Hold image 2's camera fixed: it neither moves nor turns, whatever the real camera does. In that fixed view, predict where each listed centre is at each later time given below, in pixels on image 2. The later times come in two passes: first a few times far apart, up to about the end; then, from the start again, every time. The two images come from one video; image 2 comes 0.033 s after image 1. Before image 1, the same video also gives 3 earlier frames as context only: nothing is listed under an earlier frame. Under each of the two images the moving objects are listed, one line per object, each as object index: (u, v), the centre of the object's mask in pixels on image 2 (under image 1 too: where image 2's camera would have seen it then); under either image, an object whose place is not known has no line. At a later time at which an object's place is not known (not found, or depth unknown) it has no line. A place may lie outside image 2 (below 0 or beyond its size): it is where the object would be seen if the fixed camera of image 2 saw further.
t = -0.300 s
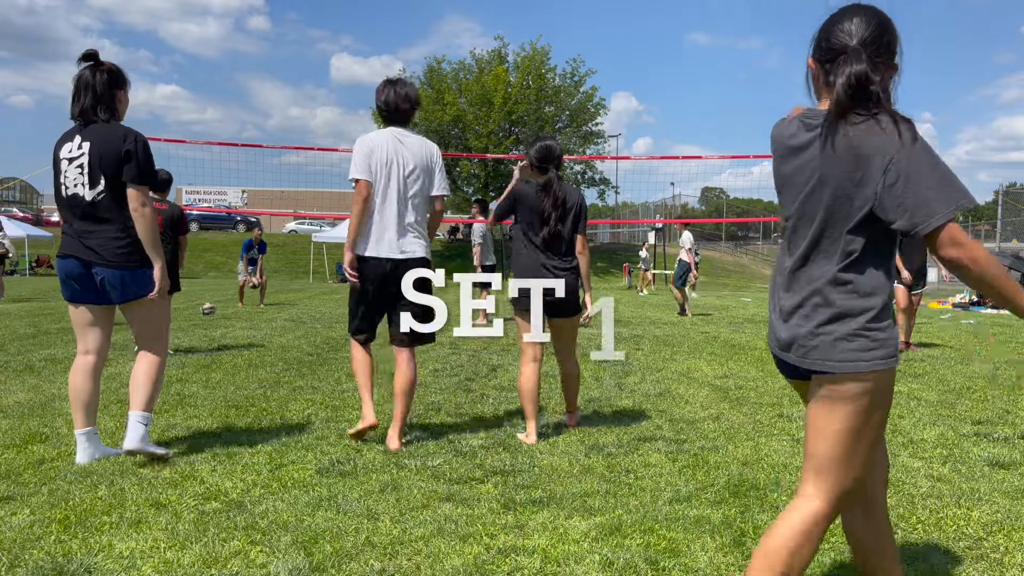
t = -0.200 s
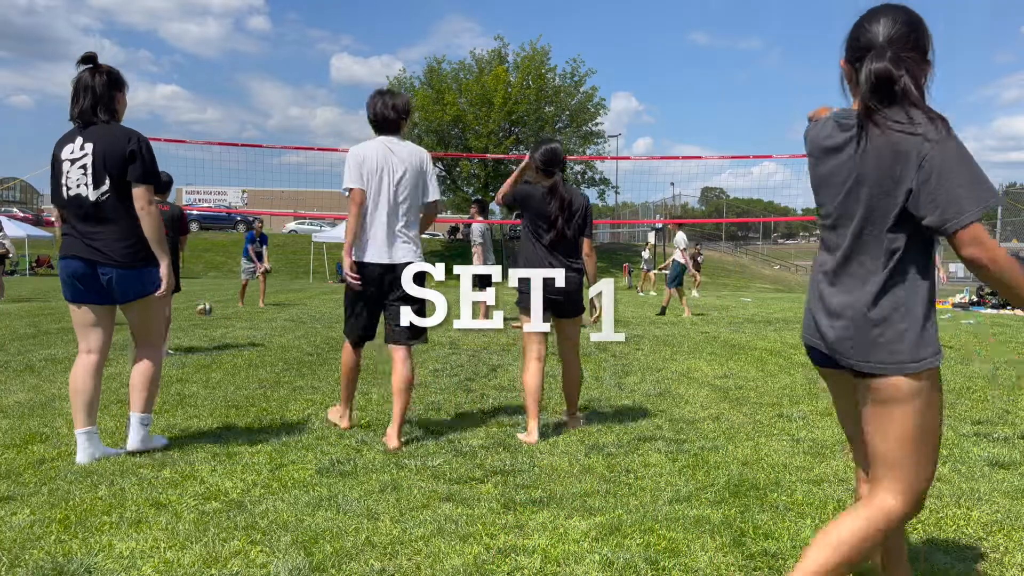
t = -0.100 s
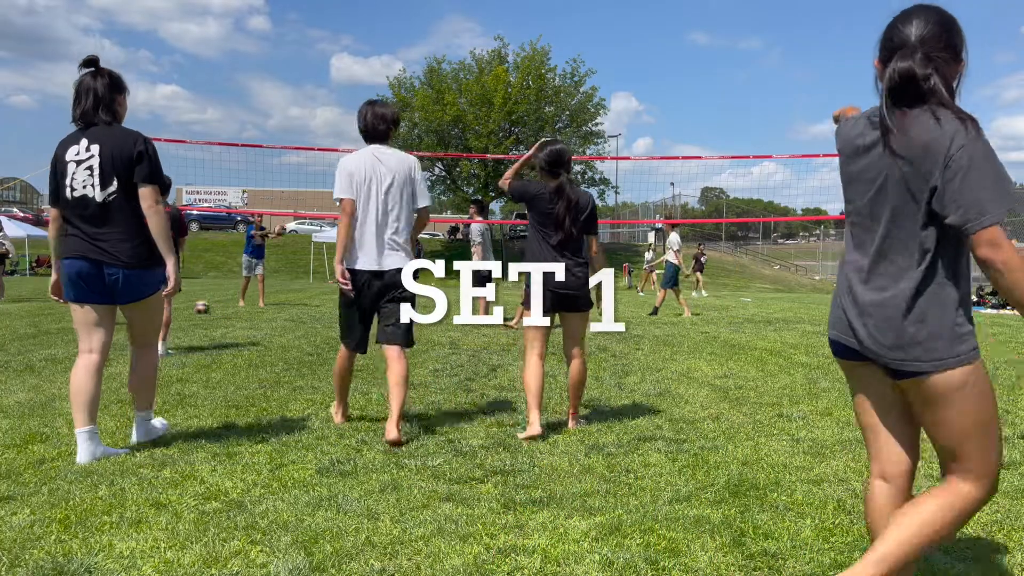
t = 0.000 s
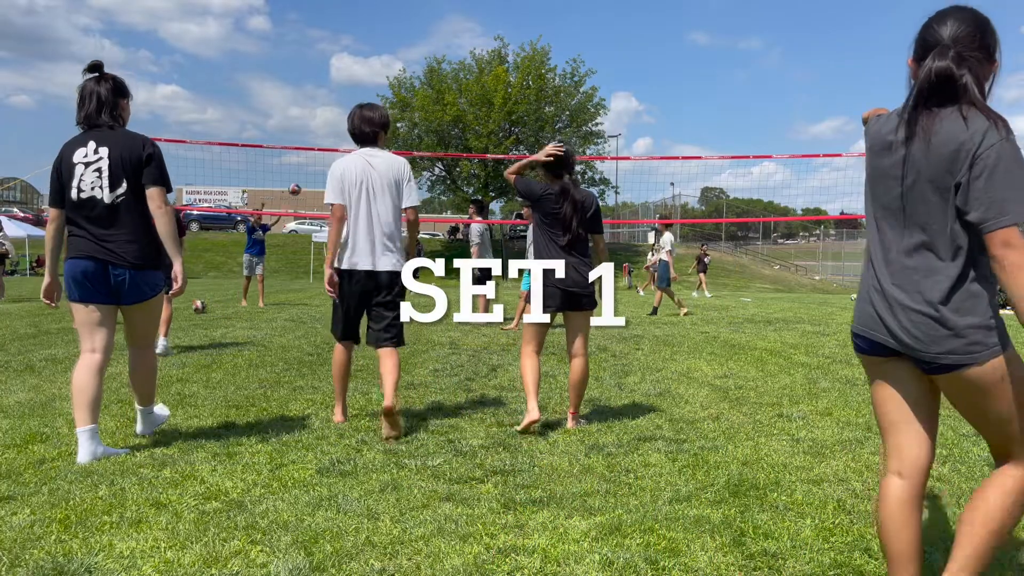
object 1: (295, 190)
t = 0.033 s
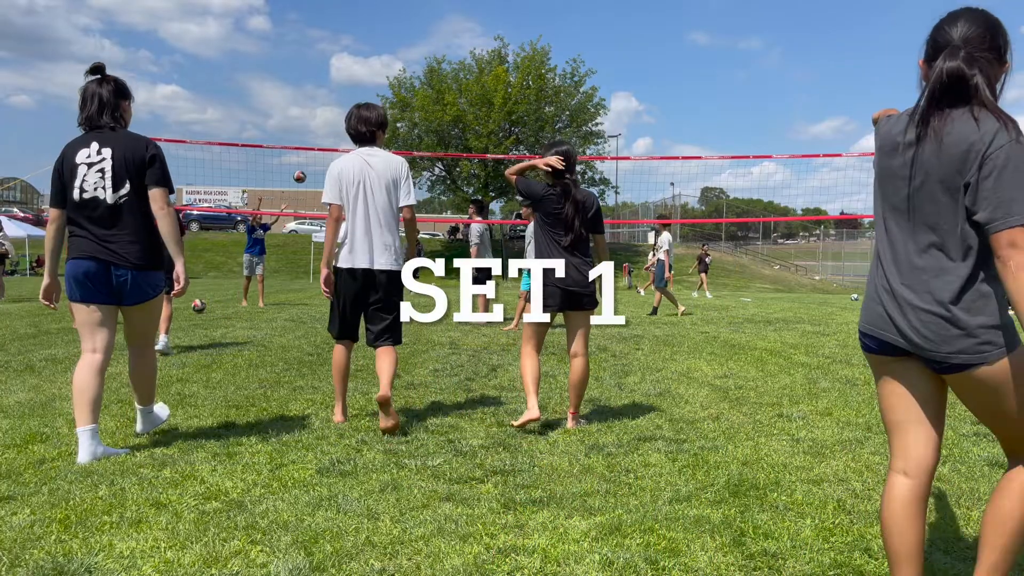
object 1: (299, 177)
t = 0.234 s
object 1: (329, 115)
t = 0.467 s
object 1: (364, 71)
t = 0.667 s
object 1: (395, 60)
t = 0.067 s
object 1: (305, 165)
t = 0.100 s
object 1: (309, 155)
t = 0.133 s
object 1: (314, 142)
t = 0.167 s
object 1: (319, 133)
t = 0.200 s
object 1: (324, 124)
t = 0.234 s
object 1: (329, 115)
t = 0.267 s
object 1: (334, 107)
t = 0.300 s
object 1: (339, 99)
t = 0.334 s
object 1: (344, 92)
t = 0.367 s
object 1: (349, 86)
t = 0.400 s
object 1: (354, 80)
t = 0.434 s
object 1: (359, 76)
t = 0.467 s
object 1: (364, 71)
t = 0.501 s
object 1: (369, 67)
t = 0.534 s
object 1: (374, 64)
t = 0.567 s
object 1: (379, 62)
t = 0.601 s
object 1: (384, 61)
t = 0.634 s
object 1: (389, 60)
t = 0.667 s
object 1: (395, 60)
